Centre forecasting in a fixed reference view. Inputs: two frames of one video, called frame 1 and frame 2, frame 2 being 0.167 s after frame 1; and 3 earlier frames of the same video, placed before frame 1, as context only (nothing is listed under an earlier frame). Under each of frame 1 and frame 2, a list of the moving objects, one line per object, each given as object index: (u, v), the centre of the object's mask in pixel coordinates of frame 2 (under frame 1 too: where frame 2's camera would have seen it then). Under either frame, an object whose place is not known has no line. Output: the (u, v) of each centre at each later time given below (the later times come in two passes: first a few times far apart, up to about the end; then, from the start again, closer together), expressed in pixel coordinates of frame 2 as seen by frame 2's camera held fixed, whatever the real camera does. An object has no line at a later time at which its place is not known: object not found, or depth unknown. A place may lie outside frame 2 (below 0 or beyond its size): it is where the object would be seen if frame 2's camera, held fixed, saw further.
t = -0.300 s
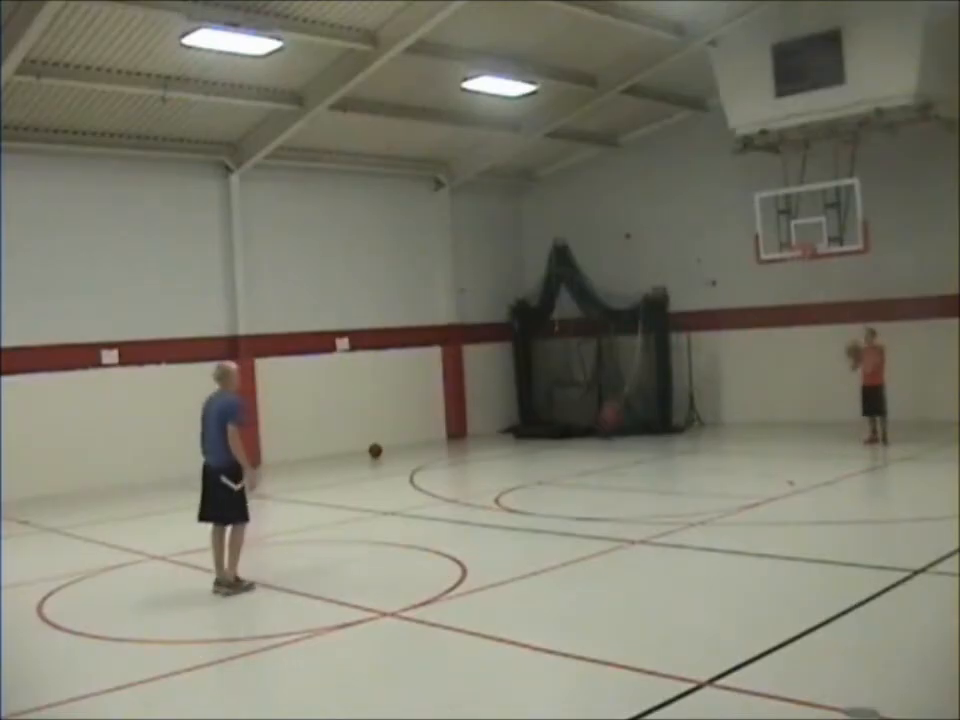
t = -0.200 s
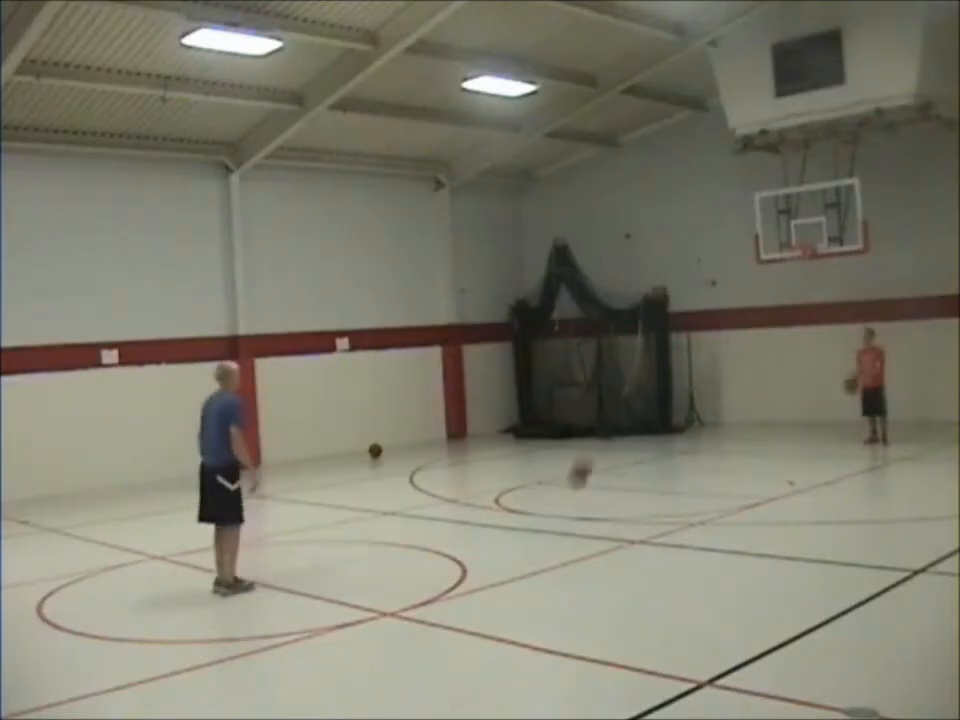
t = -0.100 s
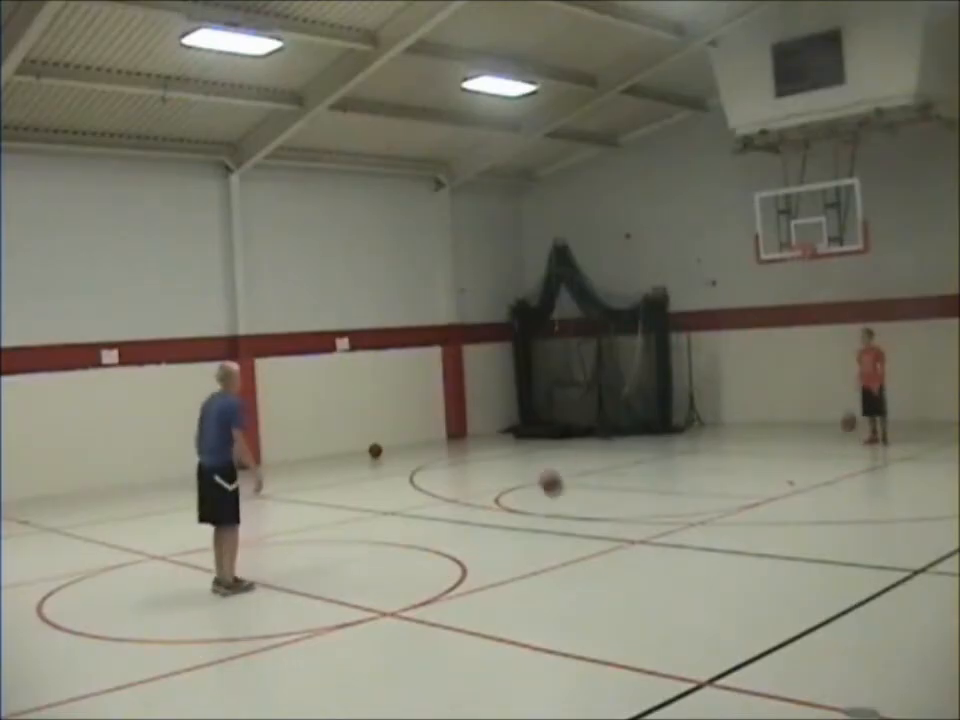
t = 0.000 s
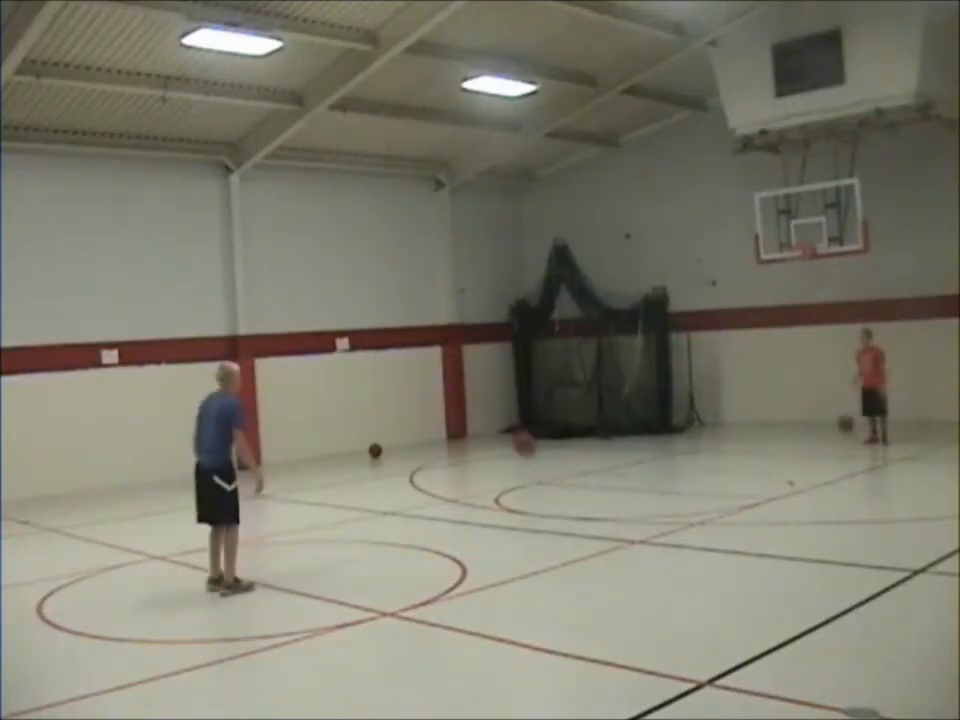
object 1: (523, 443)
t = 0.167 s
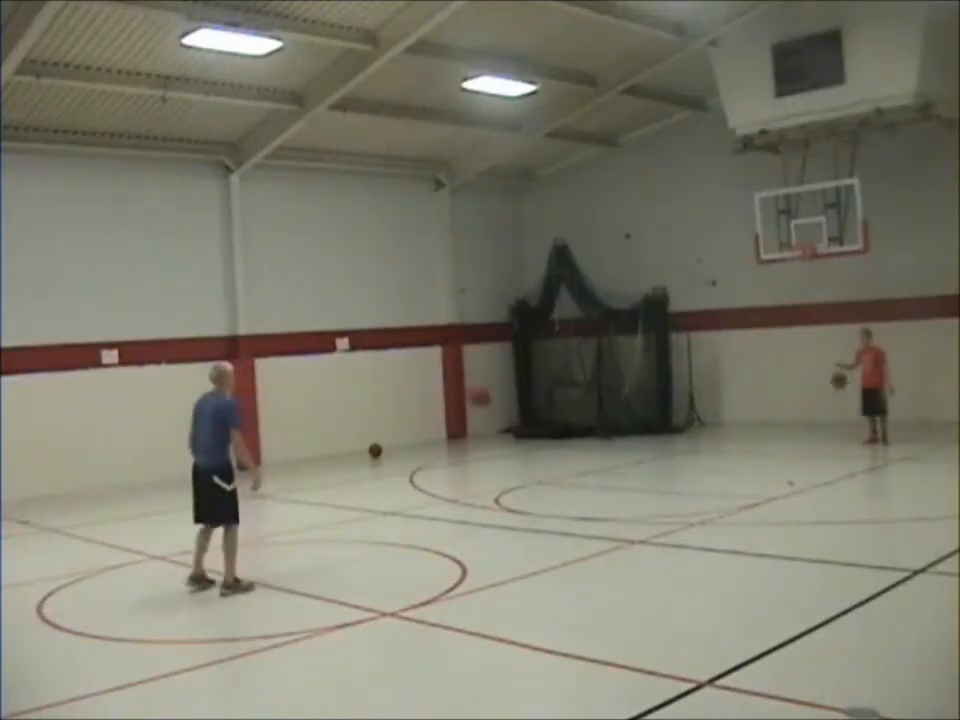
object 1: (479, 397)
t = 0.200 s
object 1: (471, 391)
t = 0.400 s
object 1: (414, 371)
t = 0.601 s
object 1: (358, 394)
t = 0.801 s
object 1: (302, 459)
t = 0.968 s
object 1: (256, 550)
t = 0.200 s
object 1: (471, 391)
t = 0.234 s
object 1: (462, 383)
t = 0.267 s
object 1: (453, 375)
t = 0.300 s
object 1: (437, 376)
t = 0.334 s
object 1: (432, 374)
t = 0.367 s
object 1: (424, 372)
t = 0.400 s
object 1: (414, 371)
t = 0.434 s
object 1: (405, 373)
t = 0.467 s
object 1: (395, 374)
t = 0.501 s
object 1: (386, 377)
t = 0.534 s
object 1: (377, 381)
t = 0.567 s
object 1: (367, 387)
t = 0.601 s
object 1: (358, 394)
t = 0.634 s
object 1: (348, 402)
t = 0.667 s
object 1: (338, 411)
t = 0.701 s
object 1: (329, 421)
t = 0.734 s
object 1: (320, 433)
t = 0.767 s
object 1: (311, 446)
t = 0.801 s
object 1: (302, 459)
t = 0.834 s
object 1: (292, 475)
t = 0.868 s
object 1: (283, 492)
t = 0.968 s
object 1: (256, 550)
